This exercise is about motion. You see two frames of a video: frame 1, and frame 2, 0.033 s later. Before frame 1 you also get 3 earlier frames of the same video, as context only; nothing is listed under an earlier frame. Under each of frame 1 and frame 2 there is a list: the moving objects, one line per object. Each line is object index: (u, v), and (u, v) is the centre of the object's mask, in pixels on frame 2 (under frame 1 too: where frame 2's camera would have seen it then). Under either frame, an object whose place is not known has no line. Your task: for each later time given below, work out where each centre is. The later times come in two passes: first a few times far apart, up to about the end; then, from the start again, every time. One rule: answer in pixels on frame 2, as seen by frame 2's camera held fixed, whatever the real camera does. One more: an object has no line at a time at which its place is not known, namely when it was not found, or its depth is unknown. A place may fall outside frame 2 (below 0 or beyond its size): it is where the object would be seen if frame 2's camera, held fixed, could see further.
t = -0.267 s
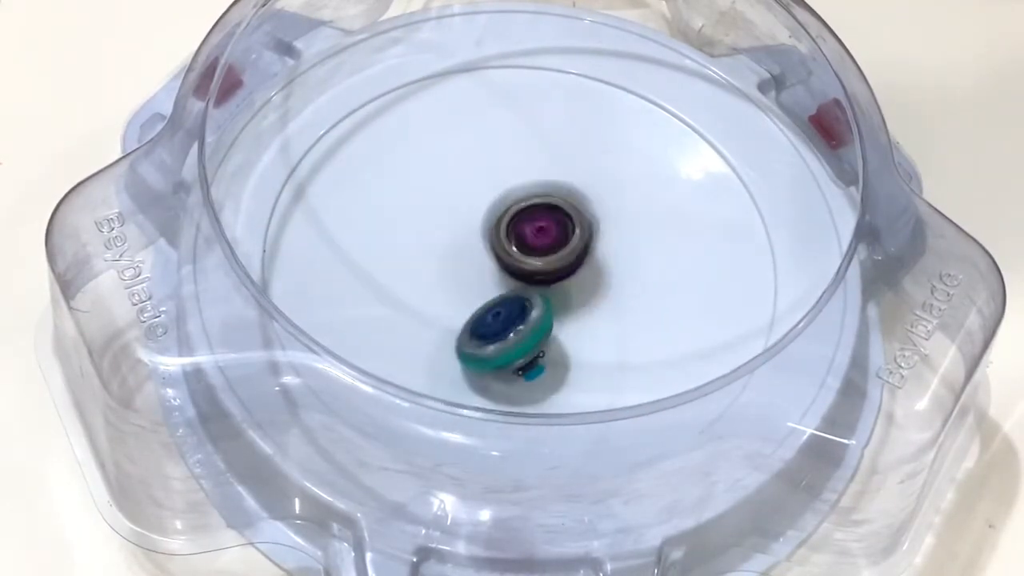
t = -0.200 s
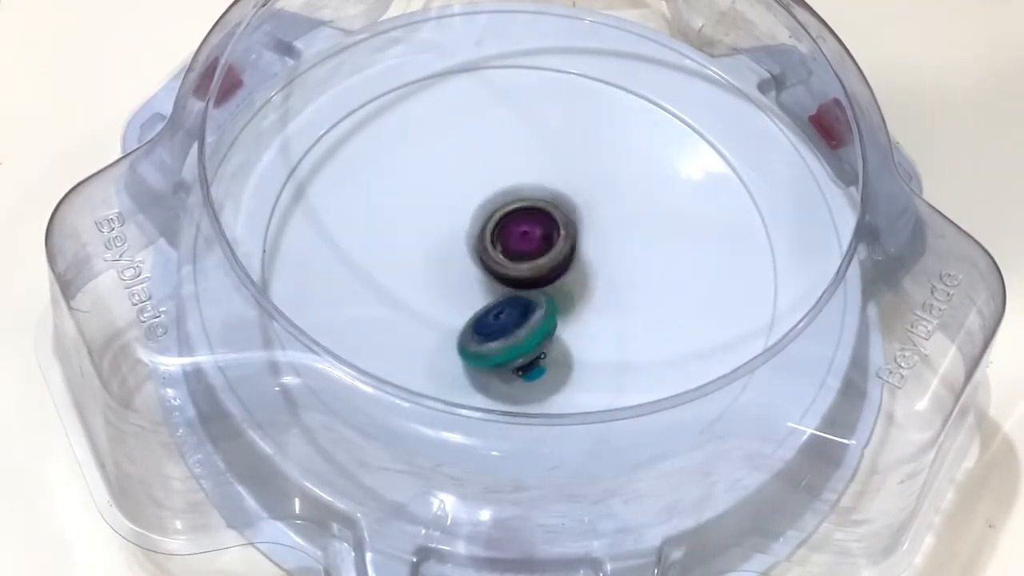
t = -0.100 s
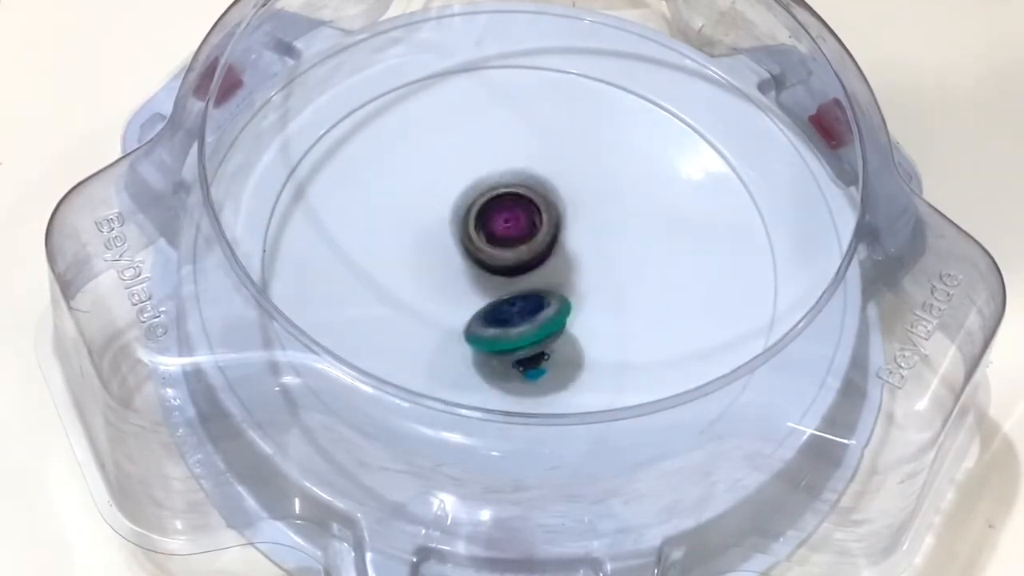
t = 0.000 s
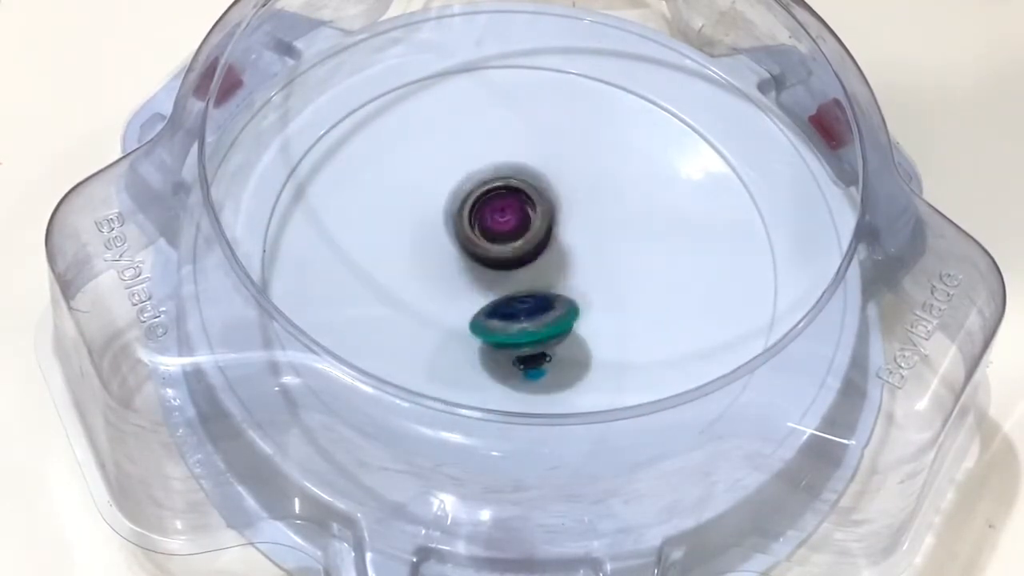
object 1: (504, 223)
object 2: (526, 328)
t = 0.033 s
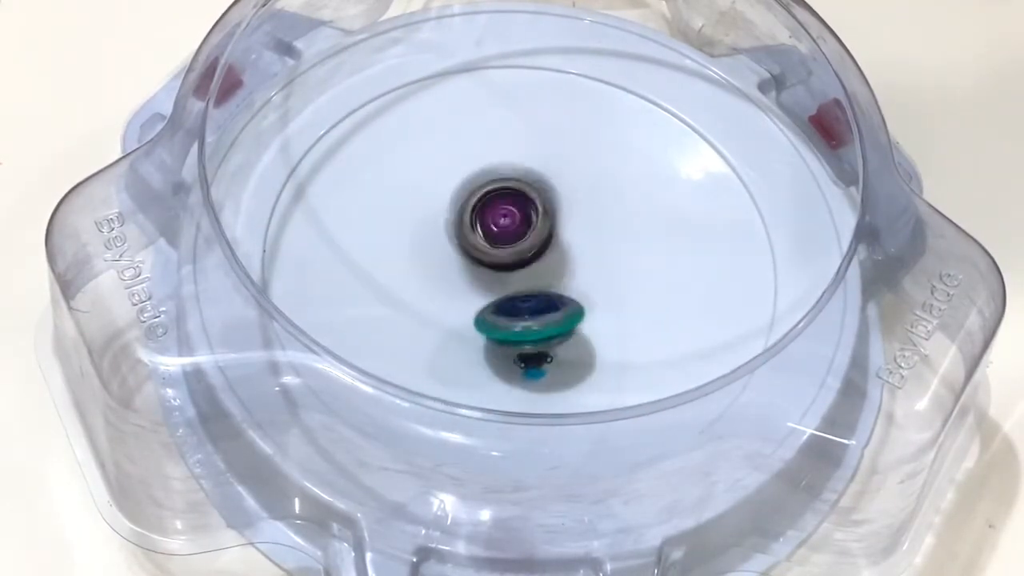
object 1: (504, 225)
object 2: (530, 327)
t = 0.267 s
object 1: (529, 224)
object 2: (544, 333)
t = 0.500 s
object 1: (534, 204)
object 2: (547, 338)
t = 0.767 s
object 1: (528, 232)
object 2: (558, 354)
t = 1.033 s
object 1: (508, 247)
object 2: (556, 339)
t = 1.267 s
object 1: (449, 194)
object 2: (566, 319)
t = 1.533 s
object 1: (474, 219)
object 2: (540, 318)
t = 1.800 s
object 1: (486, 213)
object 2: (536, 308)
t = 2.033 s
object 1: (473, 182)
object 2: (587, 322)
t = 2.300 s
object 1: (513, 213)
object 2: (601, 264)
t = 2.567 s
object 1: (425, 242)
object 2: (635, 243)
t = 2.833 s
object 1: (421, 272)
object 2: (628, 250)
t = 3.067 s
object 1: (475, 308)
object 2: (534, 234)
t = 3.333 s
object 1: (563, 334)
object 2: (471, 215)
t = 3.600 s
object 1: (625, 270)
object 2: (460, 235)
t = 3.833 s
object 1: (629, 202)
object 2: (431, 215)
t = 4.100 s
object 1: (559, 171)
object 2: (450, 233)
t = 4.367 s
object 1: (434, 136)
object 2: (516, 306)
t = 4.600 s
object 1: (368, 113)
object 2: (516, 346)
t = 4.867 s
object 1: (422, 231)
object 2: (535, 303)
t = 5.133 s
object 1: (381, 343)
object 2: (674, 253)
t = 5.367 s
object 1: (486, 374)
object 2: (656, 248)
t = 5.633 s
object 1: (636, 288)
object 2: (614, 212)
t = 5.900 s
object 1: (691, 248)
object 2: (529, 229)
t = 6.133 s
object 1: (577, 197)
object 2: (560, 291)
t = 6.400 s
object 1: (432, 162)
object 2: (585, 294)
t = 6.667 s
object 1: (422, 222)
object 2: (545, 284)
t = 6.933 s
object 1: (446, 315)
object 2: (551, 231)
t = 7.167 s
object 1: (504, 313)
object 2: (558, 227)
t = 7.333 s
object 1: (566, 300)
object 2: (533, 220)
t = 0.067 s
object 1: (508, 225)
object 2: (533, 327)
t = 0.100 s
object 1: (511, 228)
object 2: (534, 328)
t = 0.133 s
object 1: (517, 231)
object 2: (536, 327)
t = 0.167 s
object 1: (520, 234)
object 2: (540, 327)
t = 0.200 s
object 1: (525, 238)
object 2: (543, 328)
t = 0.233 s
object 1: (529, 234)
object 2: (546, 333)
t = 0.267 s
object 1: (529, 224)
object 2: (544, 333)
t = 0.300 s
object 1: (532, 214)
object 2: (539, 338)
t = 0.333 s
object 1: (532, 208)
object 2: (539, 336)
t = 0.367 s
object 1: (532, 205)
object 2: (542, 335)
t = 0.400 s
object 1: (534, 202)
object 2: (543, 336)
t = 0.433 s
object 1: (533, 202)
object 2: (543, 338)
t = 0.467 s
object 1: (534, 203)
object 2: (545, 337)
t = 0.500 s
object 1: (534, 204)
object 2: (547, 338)
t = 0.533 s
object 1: (533, 206)
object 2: (548, 339)
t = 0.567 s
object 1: (533, 210)
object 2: (550, 341)
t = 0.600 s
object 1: (533, 213)
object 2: (552, 343)
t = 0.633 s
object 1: (531, 216)
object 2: (554, 346)
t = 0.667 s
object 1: (532, 221)
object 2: (555, 347)
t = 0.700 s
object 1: (531, 224)
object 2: (556, 349)
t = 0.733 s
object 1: (528, 228)
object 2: (557, 351)
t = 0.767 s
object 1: (528, 232)
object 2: (558, 354)
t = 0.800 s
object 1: (525, 235)
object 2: (556, 355)
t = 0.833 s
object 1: (522, 238)
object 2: (557, 356)
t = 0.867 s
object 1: (520, 241)
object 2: (558, 357)
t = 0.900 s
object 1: (516, 243)
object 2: (556, 356)
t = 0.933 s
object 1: (513, 245)
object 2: (555, 354)
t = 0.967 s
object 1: (513, 247)
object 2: (556, 351)
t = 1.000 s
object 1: (511, 247)
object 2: (557, 345)
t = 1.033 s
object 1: (508, 247)
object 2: (556, 339)
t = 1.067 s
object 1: (502, 246)
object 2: (553, 324)
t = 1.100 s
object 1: (488, 231)
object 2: (564, 333)
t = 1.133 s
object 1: (474, 219)
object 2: (569, 326)
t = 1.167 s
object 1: (464, 209)
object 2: (570, 323)
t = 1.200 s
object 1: (457, 202)
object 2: (571, 319)
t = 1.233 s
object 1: (453, 197)
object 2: (570, 321)
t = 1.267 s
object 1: (449, 194)
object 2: (566, 319)
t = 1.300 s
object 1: (449, 194)
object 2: (560, 319)
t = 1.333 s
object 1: (450, 196)
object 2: (559, 320)
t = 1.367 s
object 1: (452, 199)
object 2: (558, 322)
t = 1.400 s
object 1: (455, 202)
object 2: (554, 323)
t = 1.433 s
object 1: (459, 206)
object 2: (550, 320)
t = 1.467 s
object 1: (465, 210)
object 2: (546, 320)
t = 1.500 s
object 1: (469, 214)
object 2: (544, 319)
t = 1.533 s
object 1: (474, 219)
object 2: (540, 318)
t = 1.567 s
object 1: (480, 223)
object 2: (537, 318)
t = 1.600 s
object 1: (486, 227)
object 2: (533, 319)
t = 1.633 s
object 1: (490, 228)
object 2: (528, 314)
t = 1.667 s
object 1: (490, 225)
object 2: (530, 316)
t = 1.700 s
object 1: (488, 221)
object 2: (534, 318)
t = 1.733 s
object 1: (486, 218)
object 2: (537, 317)
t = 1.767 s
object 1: (486, 214)
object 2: (537, 309)
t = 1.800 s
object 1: (486, 213)
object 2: (536, 308)
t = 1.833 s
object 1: (487, 213)
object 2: (532, 309)
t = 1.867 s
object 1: (488, 216)
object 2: (529, 308)
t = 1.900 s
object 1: (485, 210)
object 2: (534, 313)
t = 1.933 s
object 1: (479, 199)
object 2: (547, 320)
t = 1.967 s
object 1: (475, 190)
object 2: (562, 326)
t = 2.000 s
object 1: (473, 184)
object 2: (575, 323)
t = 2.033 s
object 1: (473, 182)
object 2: (587, 322)
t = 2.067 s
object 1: (475, 182)
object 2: (596, 315)
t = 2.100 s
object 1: (478, 183)
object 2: (603, 305)
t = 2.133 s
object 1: (480, 187)
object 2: (606, 303)
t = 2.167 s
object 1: (487, 191)
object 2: (604, 292)
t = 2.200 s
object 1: (494, 196)
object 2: (598, 289)
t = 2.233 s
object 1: (501, 203)
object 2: (596, 278)
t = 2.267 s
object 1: (508, 208)
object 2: (597, 269)
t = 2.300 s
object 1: (513, 213)
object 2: (601, 264)
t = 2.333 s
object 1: (514, 219)
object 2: (608, 262)
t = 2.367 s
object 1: (503, 221)
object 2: (617, 252)
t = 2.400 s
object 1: (488, 222)
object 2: (623, 251)
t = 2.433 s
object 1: (473, 227)
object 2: (627, 248)
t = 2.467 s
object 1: (460, 229)
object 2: (628, 247)
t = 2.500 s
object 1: (447, 234)
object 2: (630, 246)
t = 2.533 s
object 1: (435, 238)
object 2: (632, 245)
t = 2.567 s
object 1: (425, 242)
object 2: (635, 243)
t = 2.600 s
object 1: (418, 247)
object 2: (638, 243)
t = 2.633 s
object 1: (414, 251)
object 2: (641, 243)
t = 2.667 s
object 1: (411, 255)
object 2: (645, 242)
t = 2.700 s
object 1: (410, 258)
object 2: (647, 244)
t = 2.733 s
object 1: (411, 262)
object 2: (647, 243)
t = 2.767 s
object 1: (413, 266)
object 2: (643, 244)
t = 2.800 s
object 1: (416, 270)
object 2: (636, 249)
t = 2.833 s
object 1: (421, 272)
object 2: (628, 250)
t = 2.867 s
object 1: (426, 275)
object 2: (618, 258)
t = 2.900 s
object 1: (433, 277)
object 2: (608, 255)
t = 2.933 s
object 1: (441, 280)
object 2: (596, 259)
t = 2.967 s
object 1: (450, 281)
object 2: (580, 256)
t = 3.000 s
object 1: (458, 285)
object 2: (561, 261)
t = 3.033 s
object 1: (469, 292)
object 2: (547, 248)
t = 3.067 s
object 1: (475, 308)
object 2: (534, 234)
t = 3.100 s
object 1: (484, 319)
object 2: (523, 229)
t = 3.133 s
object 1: (495, 329)
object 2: (514, 216)
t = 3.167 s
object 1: (507, 335)
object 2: (504, 212)
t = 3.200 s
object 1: (517, 339)
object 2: (494, 211)
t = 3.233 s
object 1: (529, 340)
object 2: (487, 203)
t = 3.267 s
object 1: (540, 340)
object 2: (476, 207)
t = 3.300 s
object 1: (551, 338)
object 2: (470, 212)
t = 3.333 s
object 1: (563, 334)
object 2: (471, 215)
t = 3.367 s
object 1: (573, 329)
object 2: (475, 218)
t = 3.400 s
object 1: (583, 324)
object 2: (480, 224)
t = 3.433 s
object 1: (591, 318)
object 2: (479, 228)
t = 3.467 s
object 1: (600, 309)
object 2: (478, 229)
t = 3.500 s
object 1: (607, 301)
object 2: (472, 230)
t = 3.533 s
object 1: (614, 291)
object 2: (465, 229)
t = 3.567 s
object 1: (621, 280)
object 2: (464, 231)
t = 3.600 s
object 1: (625, 270)
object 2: (460, 235)
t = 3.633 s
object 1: (628, 259)
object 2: (452, 236)
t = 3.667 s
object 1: (632, 248)
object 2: (448, 230)
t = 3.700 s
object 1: (634, 237)
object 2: (444, 228)
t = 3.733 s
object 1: (635, 227)
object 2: (436, 227)
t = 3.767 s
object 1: (634, 217)
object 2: (432, 225)
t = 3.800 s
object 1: (632, 211)
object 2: (432, 220)
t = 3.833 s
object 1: (629, 202)
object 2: (431, 215)
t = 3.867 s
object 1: (625, 194)
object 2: (432, 214)
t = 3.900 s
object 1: (618, 188)
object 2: (430, 214)
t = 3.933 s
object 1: (611, 184)
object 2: (428, 217)
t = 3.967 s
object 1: (602, 181)
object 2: (432, 215)
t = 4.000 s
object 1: (592, 177)
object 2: (440, 217)
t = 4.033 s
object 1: (582, 174)
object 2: (443, 224)
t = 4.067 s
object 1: (570, 172)
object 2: (444, 227)
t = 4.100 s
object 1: (559, 171)
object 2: (450, 233)
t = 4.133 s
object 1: (545, 170)
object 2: (454, 244)
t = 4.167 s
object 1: (533, 168)
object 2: (453, 249)
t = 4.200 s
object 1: (519, 169)
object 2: (456, 253)
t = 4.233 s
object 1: (504, 169)
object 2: (462, 261)
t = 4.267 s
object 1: (490, 170)
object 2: (470, 262)
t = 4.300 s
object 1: (471, 166)
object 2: (481, 277)
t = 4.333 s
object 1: (453, 150)
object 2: (497, 285)
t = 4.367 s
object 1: (434, 136)
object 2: (516, 306)
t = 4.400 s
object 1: (420, 125)
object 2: (523, 323)
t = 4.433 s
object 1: (406, 116)
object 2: (516, 331)
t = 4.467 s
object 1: (392, 109)
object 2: (512, 339)
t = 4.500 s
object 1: (382, 104)
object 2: (510, 346)
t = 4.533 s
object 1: (375, 103)
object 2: (512, 349)
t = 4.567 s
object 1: (370, 106)
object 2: (516, 349)
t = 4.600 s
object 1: (368, 113)
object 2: (516, 346)
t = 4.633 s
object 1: (366, 123)
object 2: (516, 336)
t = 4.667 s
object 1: (368, 134)
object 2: (519, 327)
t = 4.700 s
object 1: (373, 145)
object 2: (523, 322)
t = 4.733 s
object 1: (380, 159)
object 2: (527, 321)
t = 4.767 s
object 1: (389, 177)
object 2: (531, 316)
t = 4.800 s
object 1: (400, 191)
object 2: (534, 310)
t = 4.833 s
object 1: (410, 210)
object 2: (534, 308)
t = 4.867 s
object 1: (422, 231)
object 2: (535, 303)
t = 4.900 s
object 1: (435, 253)
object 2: (533, 303)
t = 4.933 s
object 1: (438, 277)
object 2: (542, 304)
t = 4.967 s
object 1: (414, 290)
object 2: (575, 302)
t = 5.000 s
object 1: (393, 305)
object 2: (604, 293)
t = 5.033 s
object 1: (380, 320)
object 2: (628, 283)
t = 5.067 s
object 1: (375, 327)
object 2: (647, 271)
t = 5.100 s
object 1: (378, 338)
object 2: (663, 260)
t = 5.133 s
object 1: (381, 343)
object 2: (674, 253)
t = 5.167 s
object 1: (383, 364)
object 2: (682, 247)
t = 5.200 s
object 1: (395, 372)
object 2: (685, 243)
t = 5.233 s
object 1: (409, 379)
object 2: (686, 240)
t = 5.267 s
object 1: (425, 378)
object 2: (684, 242)
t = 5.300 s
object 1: (444, 381)
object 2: (678, 247)
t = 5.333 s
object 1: (464, 374)
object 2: (670, 250)
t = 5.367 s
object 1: (486, 374)
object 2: (656, 248)
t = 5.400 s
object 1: (506, 370)
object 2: (643, 247)
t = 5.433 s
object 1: (528, 364)
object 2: (632, 241)
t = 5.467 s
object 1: (549, 353)
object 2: (628, 233)
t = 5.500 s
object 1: (567, 339)
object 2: (626, 227)
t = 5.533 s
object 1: (582, 329)
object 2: (626, 224)
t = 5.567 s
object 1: (598, 311)
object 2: (631, 228)
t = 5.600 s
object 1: (614, 294)
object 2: (627, 224)
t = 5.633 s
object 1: (636, 288)
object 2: (614, 212)
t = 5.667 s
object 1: (656, 287)
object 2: (603, 203)
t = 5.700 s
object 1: (675, 285)
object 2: (592, 199)
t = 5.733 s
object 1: (686, 280)
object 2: (580, 200)
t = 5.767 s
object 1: (694, 275)
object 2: (569, 202)
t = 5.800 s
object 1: (698, 269)
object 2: (559, 207)
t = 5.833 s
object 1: (699, 263)
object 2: (548, 212)
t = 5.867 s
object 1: (696, 255)
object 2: (538, 219)
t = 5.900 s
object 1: (691, 248)
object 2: (529, 229)
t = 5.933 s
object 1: (680, 241)
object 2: (524, 240)
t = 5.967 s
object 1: (668, 234)
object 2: (524, 251)
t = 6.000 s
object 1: (653, 227)
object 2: (528, 260)
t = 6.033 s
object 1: (637, 221)
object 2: (537, 269)
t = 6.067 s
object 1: (620, 213)
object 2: (545, 277)
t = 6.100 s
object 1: (601, 206)
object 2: (552, 283)
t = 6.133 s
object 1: (577, 197)
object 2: (560, 291)
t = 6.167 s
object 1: (555, 189)
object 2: (567, 295)
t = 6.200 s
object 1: (535, 181)
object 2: (575, 296)
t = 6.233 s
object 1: (512, 175)
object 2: (580, 295)
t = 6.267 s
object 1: (493, 167)
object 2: (584, 295)
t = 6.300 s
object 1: (475, 164)
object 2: (588, 294)
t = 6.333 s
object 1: (458, 163)
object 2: (589, 294)
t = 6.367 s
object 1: (445, 162)
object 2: (588, 294)
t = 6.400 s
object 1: (432, 162)
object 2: (585, 294)
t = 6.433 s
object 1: (425, 165)
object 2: (583, 294)
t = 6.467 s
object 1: (417, 170)
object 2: (579, 294)
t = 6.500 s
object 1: (413, 175)
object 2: (574, 294)
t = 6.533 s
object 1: (412, 184)
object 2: (569, 293)
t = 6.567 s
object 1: (413, 191)
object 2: (564, 291)
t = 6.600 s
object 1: (415, 201)
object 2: (557, 289)
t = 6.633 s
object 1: (419, 210)
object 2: (551, 287)
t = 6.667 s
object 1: (422, 222)
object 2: (545, 284)
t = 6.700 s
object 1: (431, 236)
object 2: (539, 279)
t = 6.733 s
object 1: (435, 244)
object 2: (538, 271)
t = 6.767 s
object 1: (439, 257)
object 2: (539, 261)
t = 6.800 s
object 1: (443, 270)
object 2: (540, 254)
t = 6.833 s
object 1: (441, 285)
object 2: (545, 246)
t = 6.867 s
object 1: (440, 296)
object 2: (546, 240)
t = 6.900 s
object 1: (443, 309)
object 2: (547, 234)
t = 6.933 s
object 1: (446, 315)
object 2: (551, 231)
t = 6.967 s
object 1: (451, 321)
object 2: (555, 228)
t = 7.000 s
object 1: (458, 324)
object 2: (559, 227)
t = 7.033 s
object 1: (467, 327)
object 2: (562, 226)
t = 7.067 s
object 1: (475, 325)
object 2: (563, 225)
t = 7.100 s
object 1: (484, 322)
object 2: (563, 225)
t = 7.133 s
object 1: (494, 319)
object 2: (561, 226)
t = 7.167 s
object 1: (504, 313)
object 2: (558, 227)
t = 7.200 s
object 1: (513, 308)
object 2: (555, 229)
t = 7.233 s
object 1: (521, 303)
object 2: (550, 233)
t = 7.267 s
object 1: (534, 296)
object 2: (546, 227)
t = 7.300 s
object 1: (553, 297)
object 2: (537, 216)
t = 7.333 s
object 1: (566, 300)
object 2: (533, 220)
